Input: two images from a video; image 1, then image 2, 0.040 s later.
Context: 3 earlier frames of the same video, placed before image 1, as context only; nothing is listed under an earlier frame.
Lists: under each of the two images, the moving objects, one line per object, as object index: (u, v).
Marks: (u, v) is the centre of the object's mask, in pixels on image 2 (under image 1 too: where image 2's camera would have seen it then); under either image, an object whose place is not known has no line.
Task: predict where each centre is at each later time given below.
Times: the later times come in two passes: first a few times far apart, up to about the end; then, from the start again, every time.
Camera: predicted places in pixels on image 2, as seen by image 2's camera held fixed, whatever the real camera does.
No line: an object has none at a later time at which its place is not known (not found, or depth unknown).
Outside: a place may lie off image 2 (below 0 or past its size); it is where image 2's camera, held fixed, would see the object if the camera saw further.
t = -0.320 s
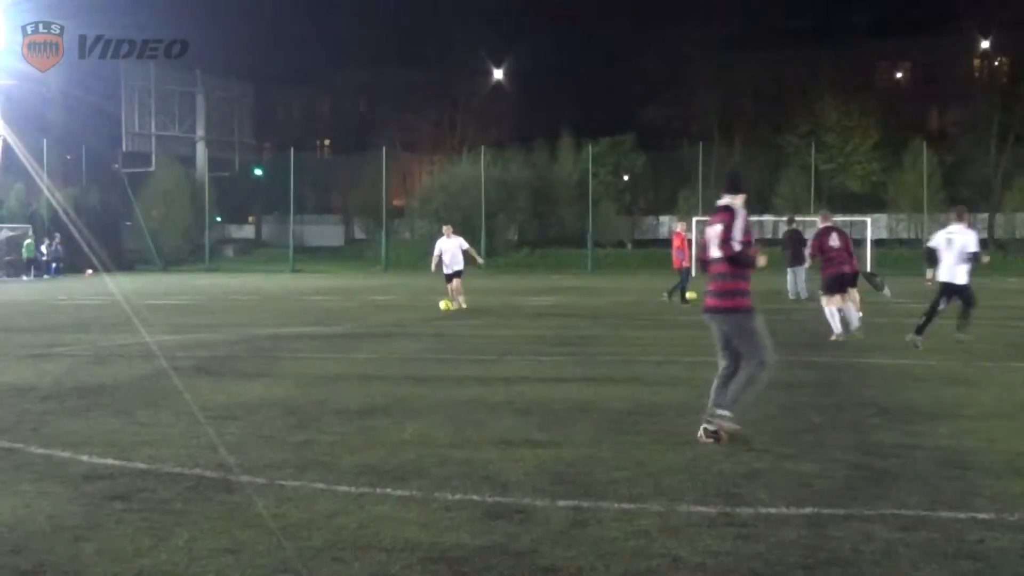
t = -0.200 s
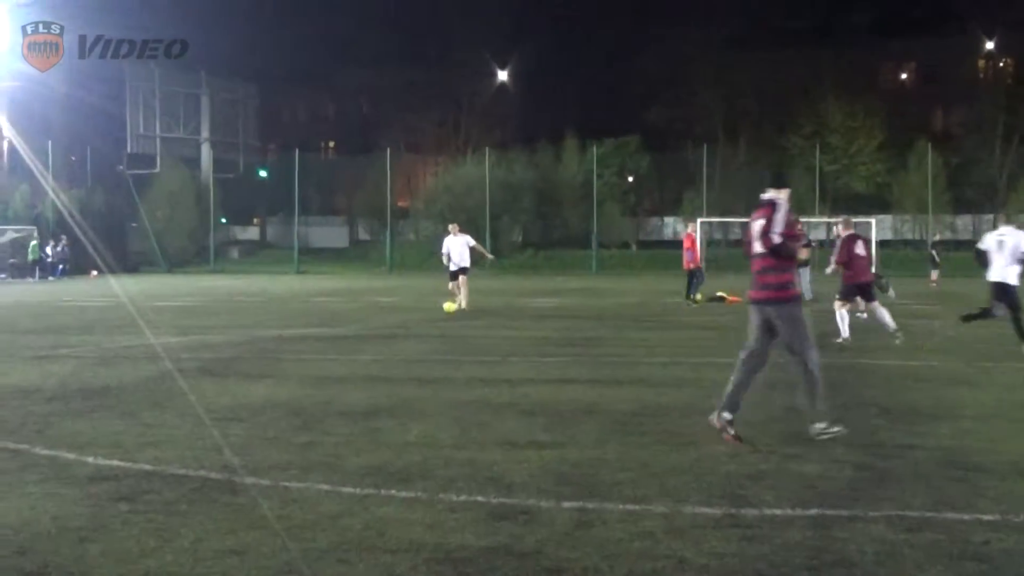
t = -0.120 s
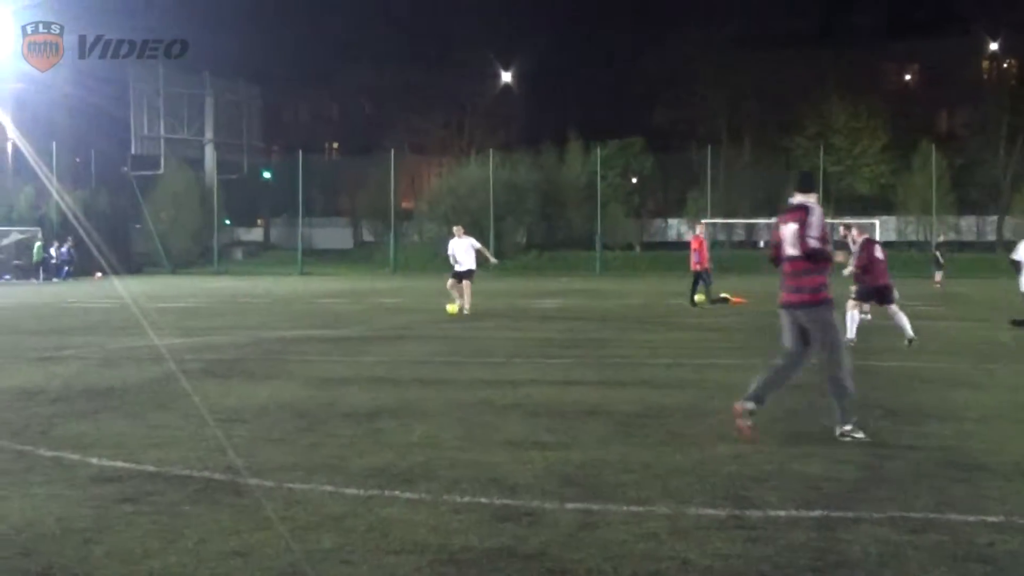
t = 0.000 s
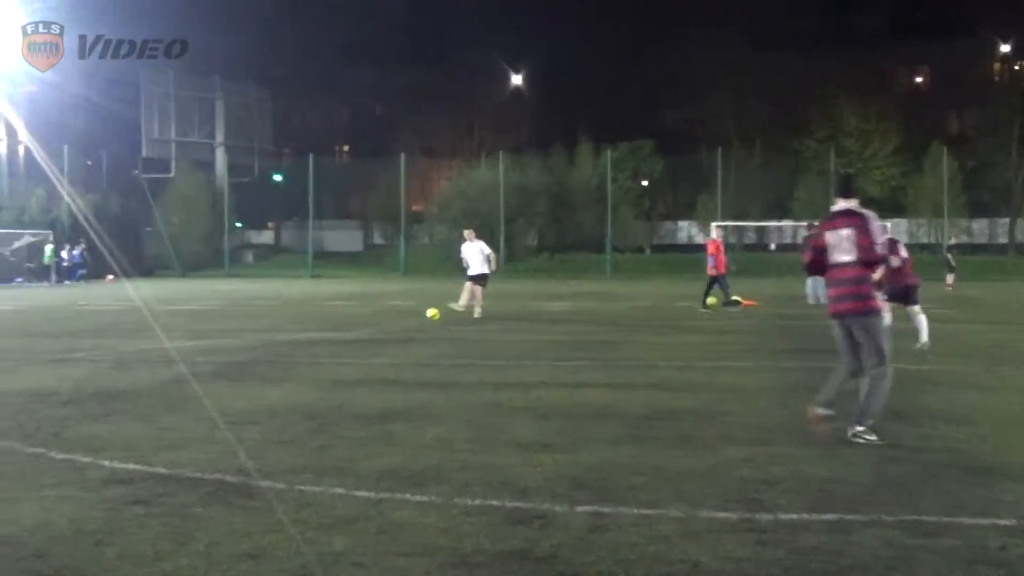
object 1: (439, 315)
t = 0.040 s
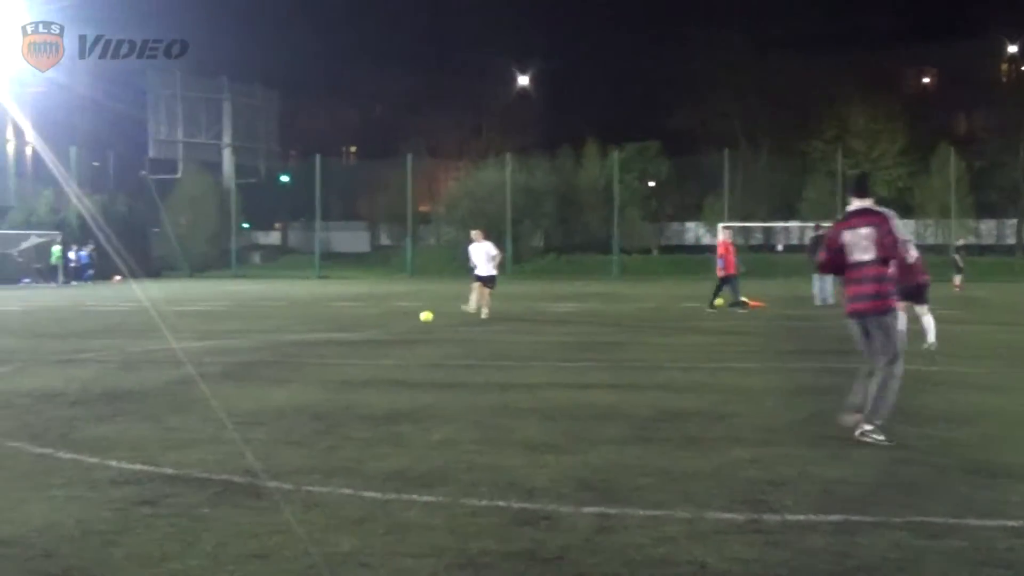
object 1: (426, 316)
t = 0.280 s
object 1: (344, 324)
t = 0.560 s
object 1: (238, 335)
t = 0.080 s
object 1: (413, 317)
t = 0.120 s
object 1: (401, 318)
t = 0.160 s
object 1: (387, 320)
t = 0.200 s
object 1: (373, 322)
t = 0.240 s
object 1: (359, 324)
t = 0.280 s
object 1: (344, 324)
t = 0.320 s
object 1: (330, 325)
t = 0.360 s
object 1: (316, 326)
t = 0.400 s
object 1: (300, 329)
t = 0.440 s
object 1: (285, 332)
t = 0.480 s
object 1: (270, 332)
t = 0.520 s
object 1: (254, 332)
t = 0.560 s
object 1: (238, 335)
